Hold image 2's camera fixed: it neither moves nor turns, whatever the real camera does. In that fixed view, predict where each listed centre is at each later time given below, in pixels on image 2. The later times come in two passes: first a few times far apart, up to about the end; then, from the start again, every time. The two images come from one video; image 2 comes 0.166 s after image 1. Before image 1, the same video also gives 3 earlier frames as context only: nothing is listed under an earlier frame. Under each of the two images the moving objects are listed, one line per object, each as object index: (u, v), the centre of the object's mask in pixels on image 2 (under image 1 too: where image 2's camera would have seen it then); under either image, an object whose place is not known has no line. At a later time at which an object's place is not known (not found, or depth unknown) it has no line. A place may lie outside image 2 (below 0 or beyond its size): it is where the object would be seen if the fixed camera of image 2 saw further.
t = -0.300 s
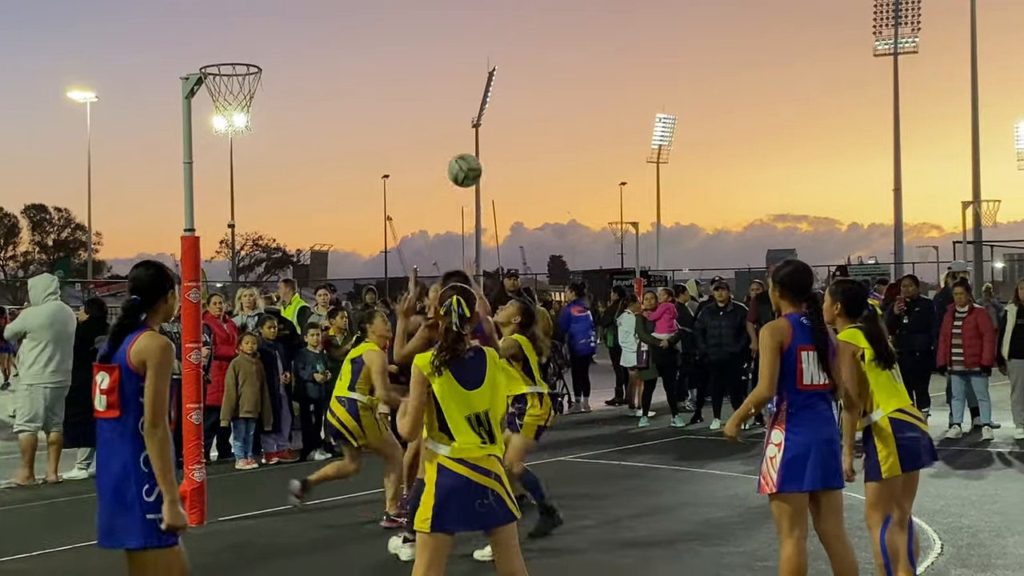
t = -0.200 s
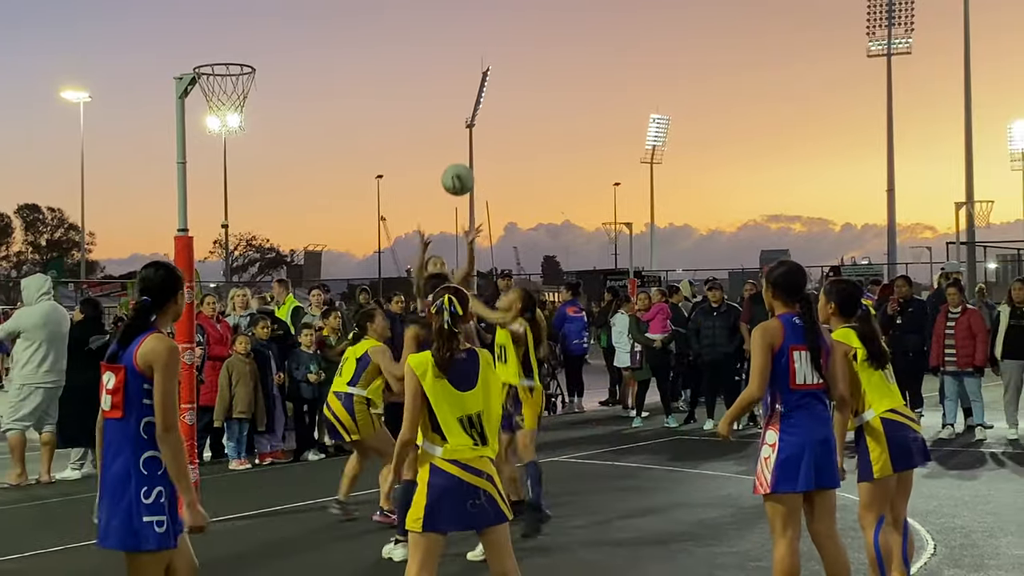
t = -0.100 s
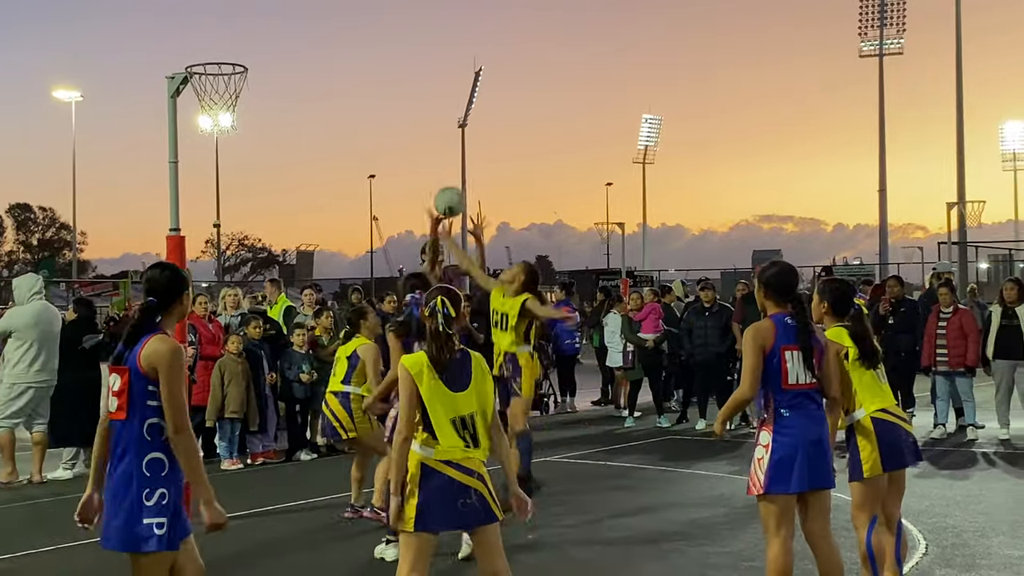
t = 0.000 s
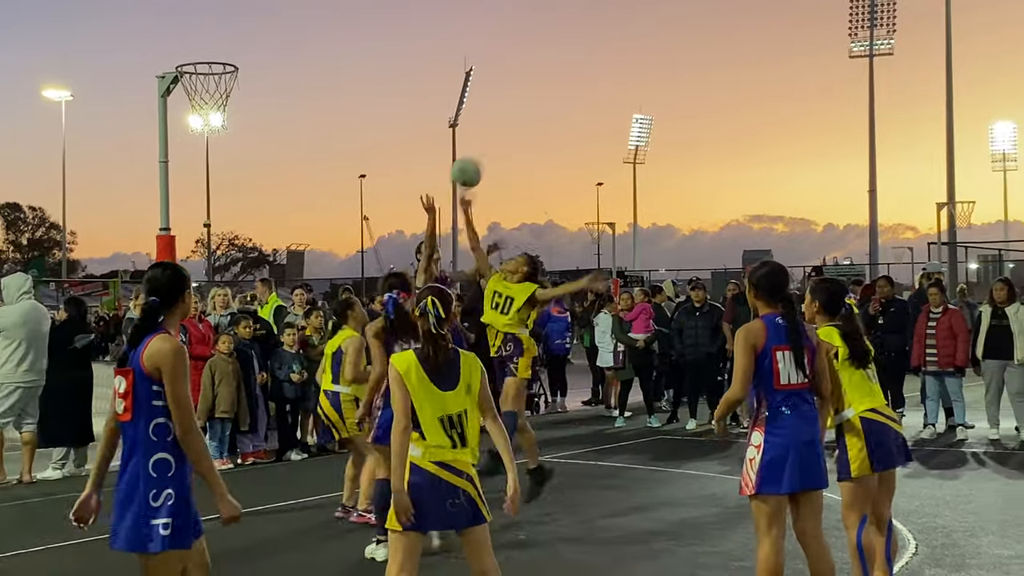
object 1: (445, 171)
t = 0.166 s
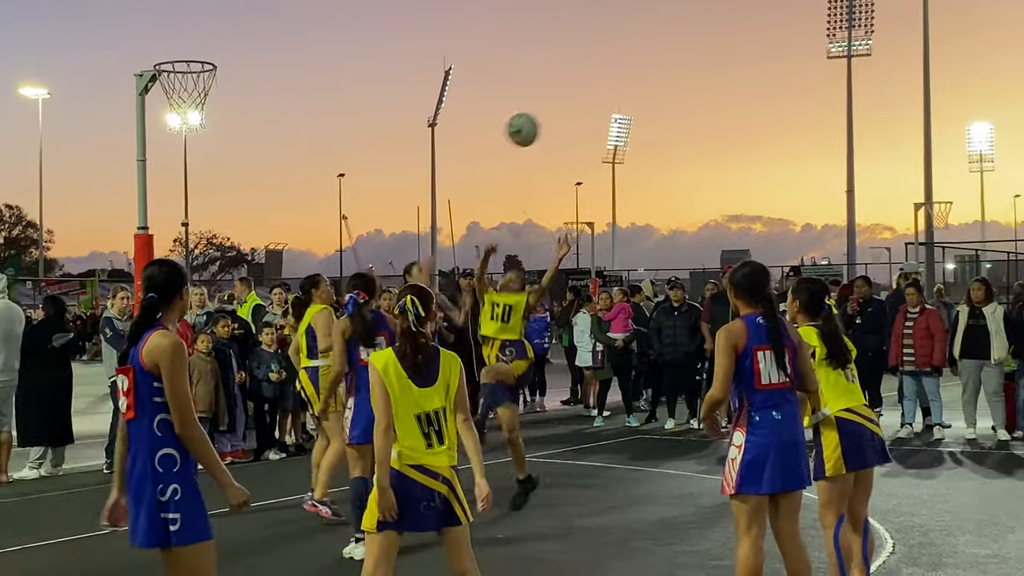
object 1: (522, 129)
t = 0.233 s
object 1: (555, 123)
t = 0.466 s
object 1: (679, 156)
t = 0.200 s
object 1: (539, 126)
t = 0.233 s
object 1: (555, 123)
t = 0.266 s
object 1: (572, 123)
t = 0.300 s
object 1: (588, 124)
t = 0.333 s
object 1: (606, 127)
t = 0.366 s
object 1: (625, 132)
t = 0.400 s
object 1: (643, 138)
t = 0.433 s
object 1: (661, 146)
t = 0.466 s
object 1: (679, 156)
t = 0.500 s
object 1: (698, 169)
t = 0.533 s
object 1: (718, 182)
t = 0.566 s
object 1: (739, 199)
